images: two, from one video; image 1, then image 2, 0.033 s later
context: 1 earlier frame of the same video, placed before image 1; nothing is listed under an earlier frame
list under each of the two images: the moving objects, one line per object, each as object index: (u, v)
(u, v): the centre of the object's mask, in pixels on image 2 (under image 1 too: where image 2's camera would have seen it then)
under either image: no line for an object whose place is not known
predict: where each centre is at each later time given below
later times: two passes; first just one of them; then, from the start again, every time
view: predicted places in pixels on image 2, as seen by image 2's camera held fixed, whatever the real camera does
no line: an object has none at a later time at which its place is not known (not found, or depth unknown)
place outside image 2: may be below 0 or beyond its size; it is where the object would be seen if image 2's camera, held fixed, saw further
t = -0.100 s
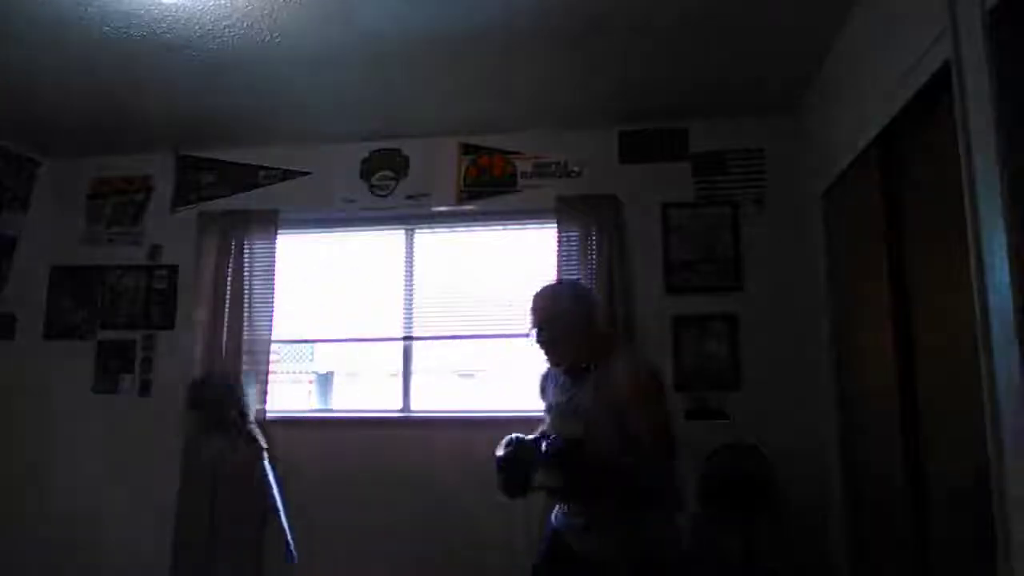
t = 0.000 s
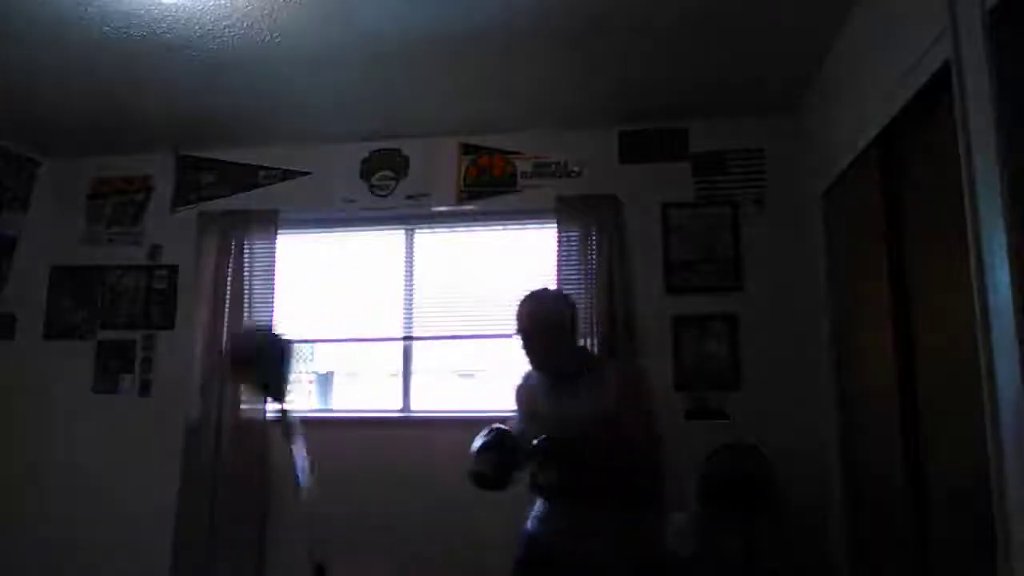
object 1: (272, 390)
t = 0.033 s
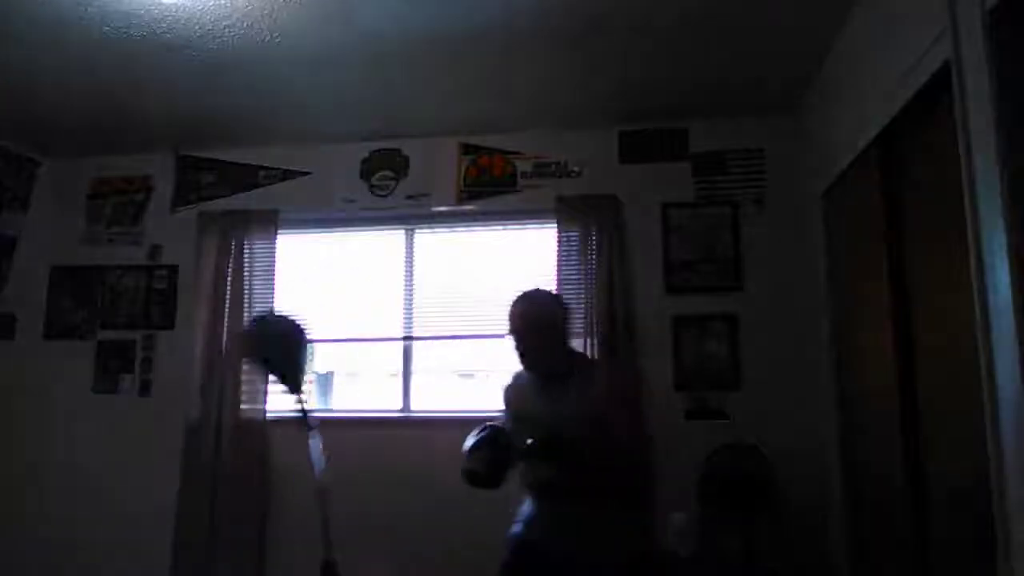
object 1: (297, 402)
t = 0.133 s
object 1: (353, 382)
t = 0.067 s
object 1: (314, 396)
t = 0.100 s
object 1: (331, 388)
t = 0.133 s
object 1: (353, 382)
